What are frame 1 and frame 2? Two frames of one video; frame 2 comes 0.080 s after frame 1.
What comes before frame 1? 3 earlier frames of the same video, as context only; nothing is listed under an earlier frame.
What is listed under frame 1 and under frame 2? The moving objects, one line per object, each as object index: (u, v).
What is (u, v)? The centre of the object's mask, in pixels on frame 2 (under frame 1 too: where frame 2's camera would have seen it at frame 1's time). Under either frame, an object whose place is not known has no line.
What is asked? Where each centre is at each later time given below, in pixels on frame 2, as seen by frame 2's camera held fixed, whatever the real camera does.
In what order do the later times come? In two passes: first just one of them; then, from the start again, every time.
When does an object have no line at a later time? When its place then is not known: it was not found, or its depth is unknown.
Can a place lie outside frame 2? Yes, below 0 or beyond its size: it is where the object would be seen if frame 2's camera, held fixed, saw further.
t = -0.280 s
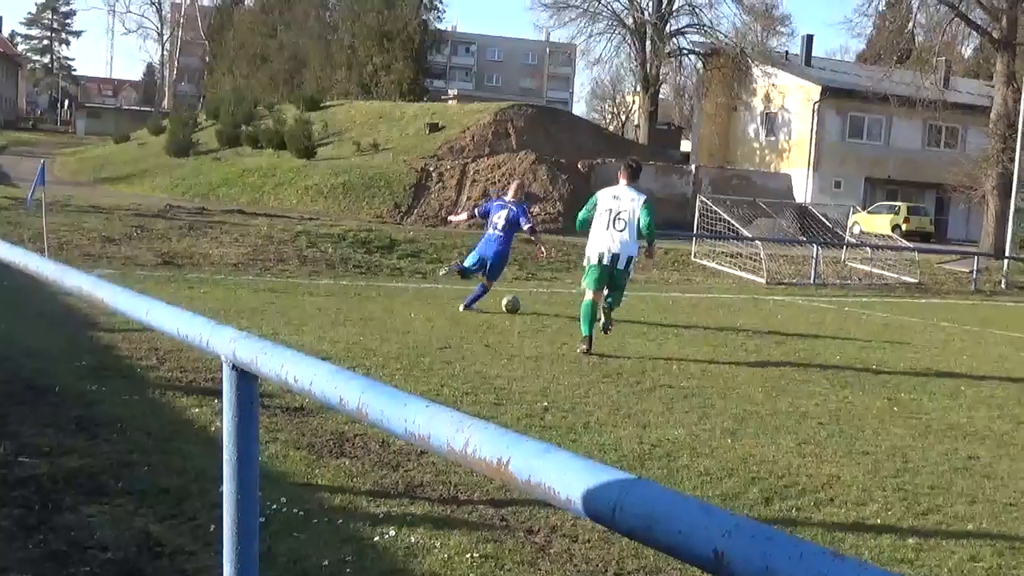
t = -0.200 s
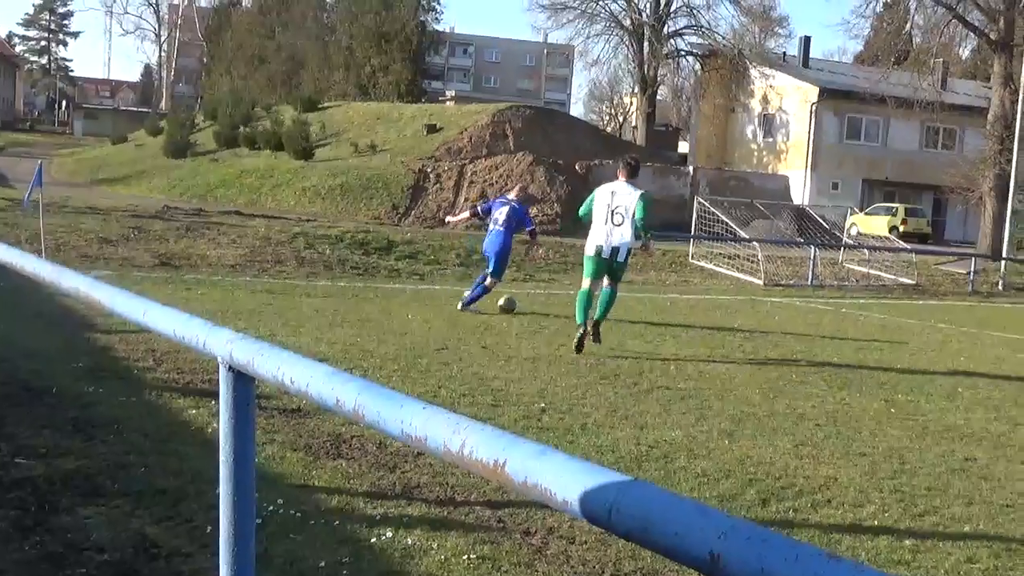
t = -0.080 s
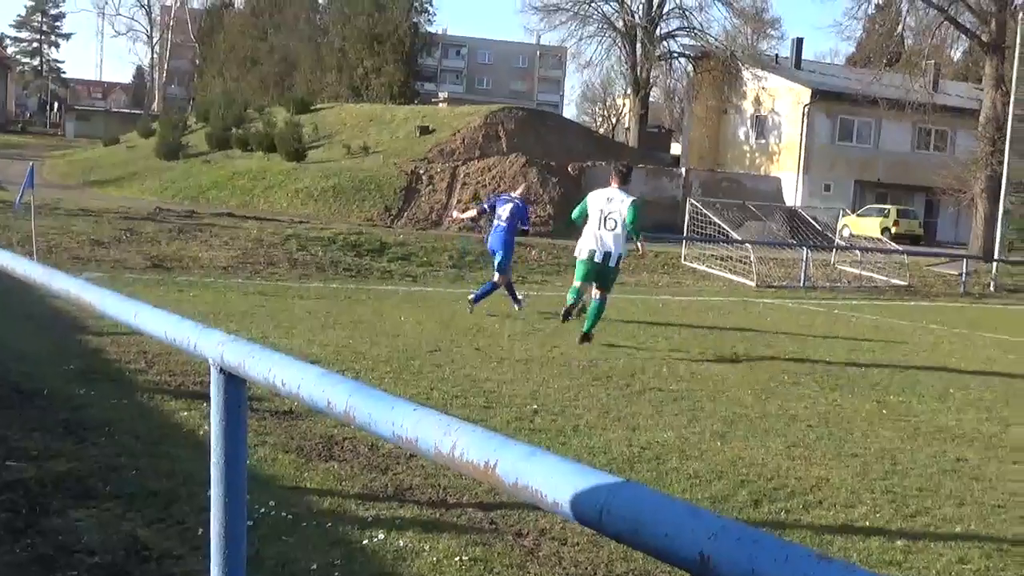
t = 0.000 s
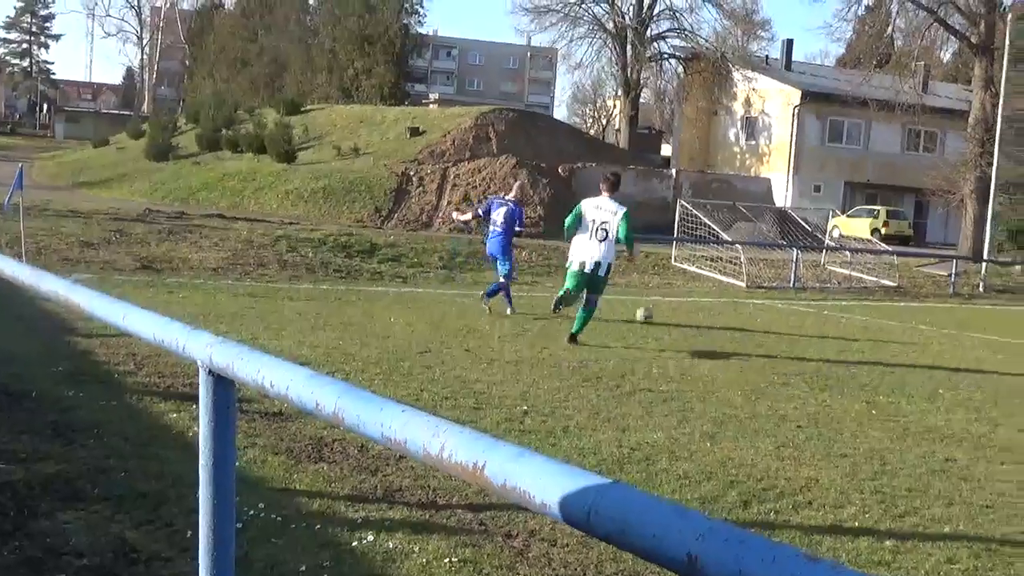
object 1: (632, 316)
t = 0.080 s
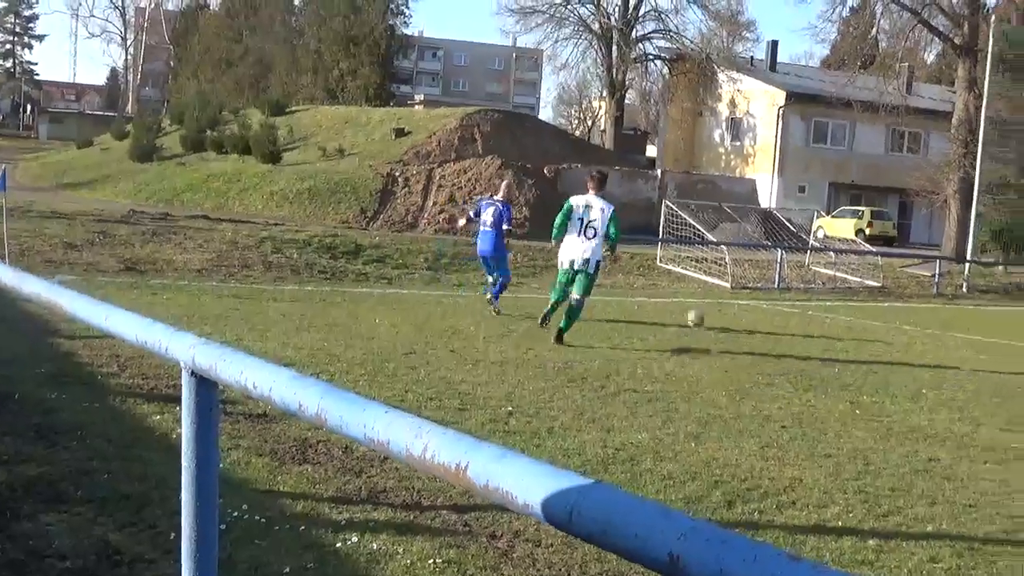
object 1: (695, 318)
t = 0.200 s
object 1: (784, 323)
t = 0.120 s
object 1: (726, 318)
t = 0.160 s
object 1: (755, 320)
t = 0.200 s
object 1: (784, 323)
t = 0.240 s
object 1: (812, 326)
